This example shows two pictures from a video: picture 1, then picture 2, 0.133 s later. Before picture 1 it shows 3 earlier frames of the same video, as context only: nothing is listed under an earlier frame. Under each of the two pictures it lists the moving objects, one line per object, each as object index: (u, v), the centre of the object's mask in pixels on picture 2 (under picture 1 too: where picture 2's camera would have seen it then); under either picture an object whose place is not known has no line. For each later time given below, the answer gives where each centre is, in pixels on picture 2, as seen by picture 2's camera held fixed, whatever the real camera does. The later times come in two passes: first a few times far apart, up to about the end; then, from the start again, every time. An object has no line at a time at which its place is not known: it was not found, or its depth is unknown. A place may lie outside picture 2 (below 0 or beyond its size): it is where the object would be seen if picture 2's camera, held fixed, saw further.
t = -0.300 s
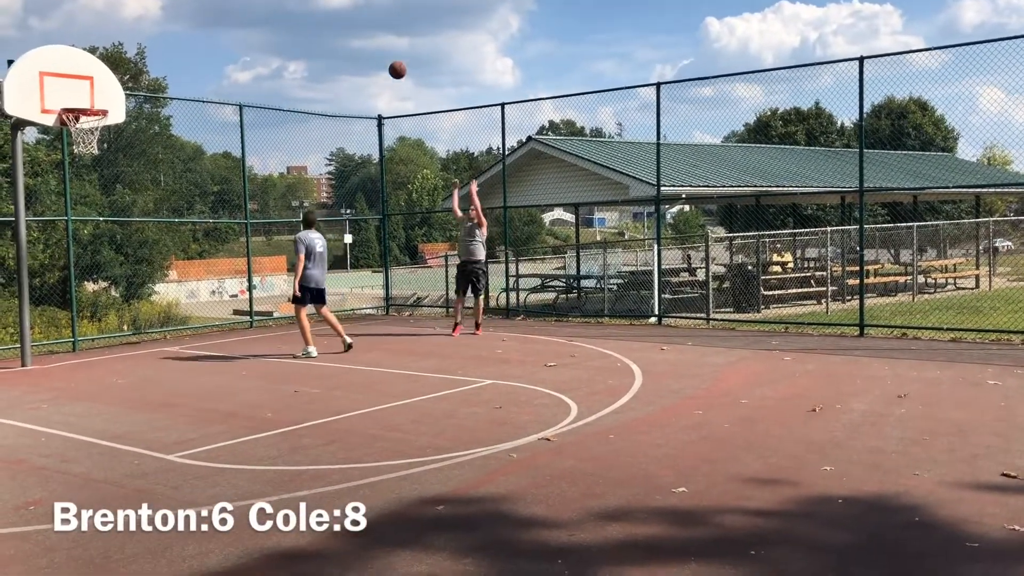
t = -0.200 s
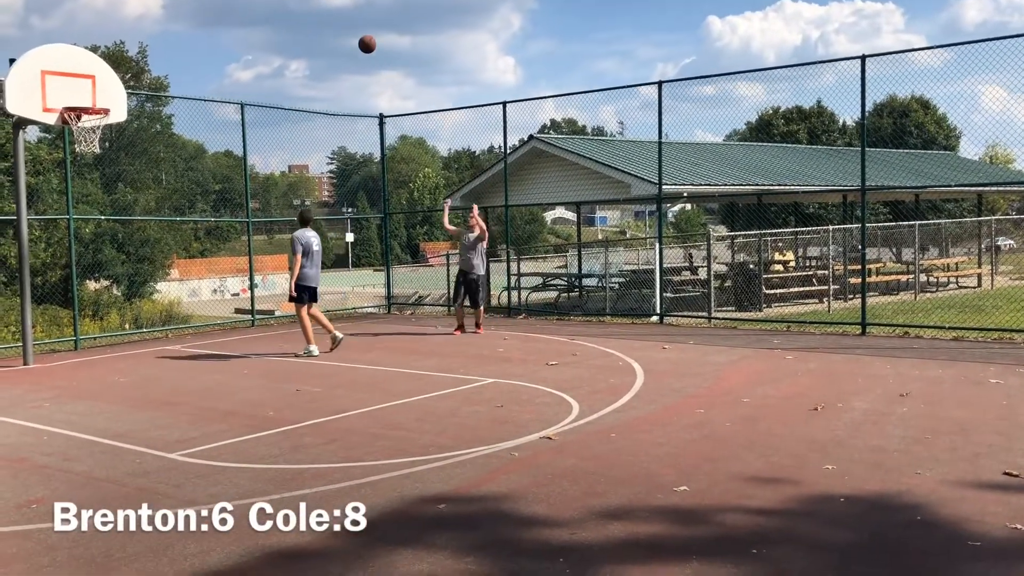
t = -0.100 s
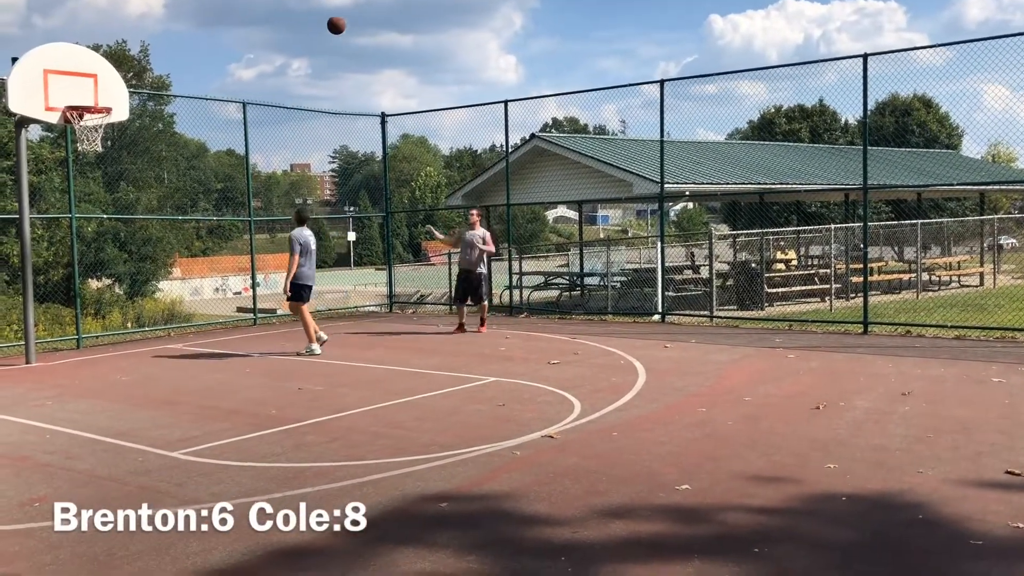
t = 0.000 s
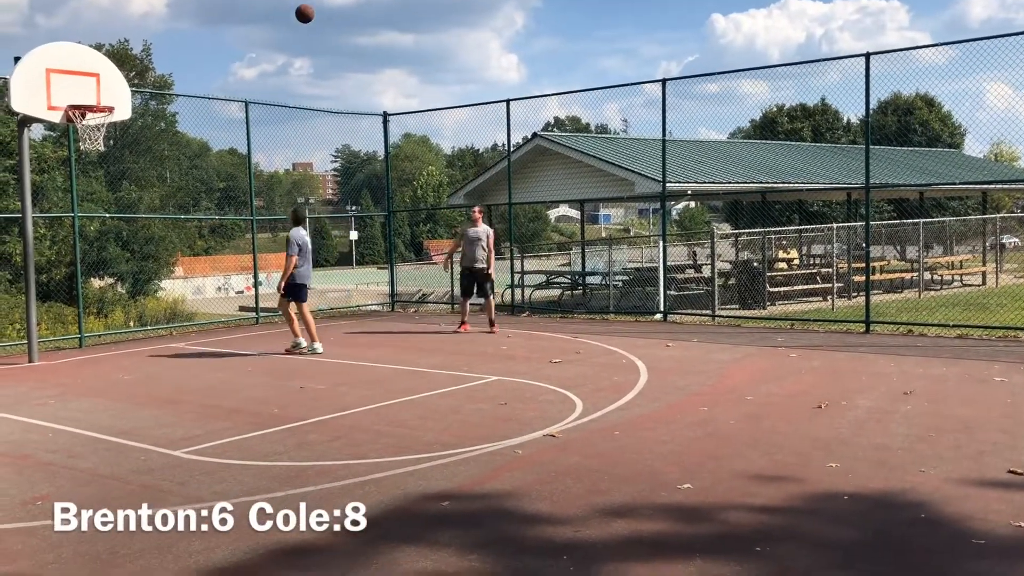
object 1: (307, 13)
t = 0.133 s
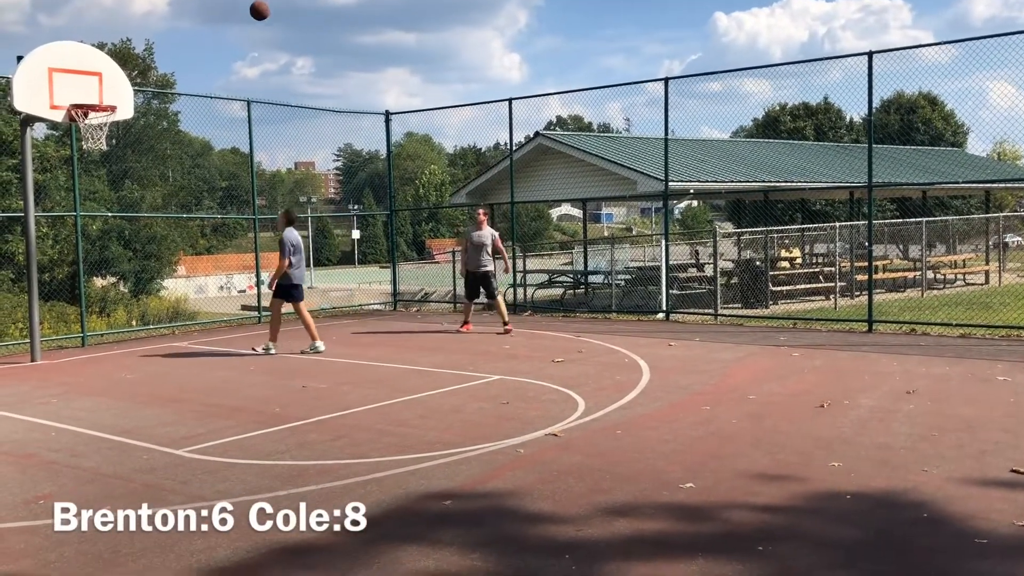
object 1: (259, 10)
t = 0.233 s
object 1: (222, 19)
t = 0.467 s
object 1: (132, 74)
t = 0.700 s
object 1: (86, 42)
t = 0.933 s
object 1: (84, 13)
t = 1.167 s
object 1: (85, 35)
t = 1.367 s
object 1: (88, 94)
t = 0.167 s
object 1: (247, 12)
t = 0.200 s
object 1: (235, 15)
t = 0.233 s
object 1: (222, 19)
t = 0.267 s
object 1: (210, 24)
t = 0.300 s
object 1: (197, 29)
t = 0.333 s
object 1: (184, 36)
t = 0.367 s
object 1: (171, 44)
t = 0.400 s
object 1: (158, 53)
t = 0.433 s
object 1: (146, 61)
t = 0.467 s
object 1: (132, 74)
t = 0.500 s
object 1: (118, 86)
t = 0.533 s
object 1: (105, 97)
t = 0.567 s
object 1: (100, 87)
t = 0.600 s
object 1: (95, 73)
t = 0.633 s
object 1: (91, 60)
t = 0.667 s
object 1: (86, 50)
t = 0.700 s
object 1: (86, 42)
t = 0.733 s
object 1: (86, 35)
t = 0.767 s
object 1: (86, 29)
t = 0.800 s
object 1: (85, 24)
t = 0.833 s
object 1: (85, 19)
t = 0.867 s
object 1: (85, 16)
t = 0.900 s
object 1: (84, 14)
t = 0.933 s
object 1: (84, 13)
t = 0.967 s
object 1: (84, 13)
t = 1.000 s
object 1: (84, 14)
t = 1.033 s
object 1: (84, 17)
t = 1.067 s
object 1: (84, 20)
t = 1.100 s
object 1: (85, 23)
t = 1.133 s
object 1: (85, 29)
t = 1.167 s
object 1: (85, 35)
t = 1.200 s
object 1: (85, 42)
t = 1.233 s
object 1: (86, 51)
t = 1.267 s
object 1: (86, 60)
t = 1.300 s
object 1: (87, 71)
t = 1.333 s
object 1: (87, 82)
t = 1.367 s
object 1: (88, 94)
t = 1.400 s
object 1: (89, 108)
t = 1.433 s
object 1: (90, 123)
